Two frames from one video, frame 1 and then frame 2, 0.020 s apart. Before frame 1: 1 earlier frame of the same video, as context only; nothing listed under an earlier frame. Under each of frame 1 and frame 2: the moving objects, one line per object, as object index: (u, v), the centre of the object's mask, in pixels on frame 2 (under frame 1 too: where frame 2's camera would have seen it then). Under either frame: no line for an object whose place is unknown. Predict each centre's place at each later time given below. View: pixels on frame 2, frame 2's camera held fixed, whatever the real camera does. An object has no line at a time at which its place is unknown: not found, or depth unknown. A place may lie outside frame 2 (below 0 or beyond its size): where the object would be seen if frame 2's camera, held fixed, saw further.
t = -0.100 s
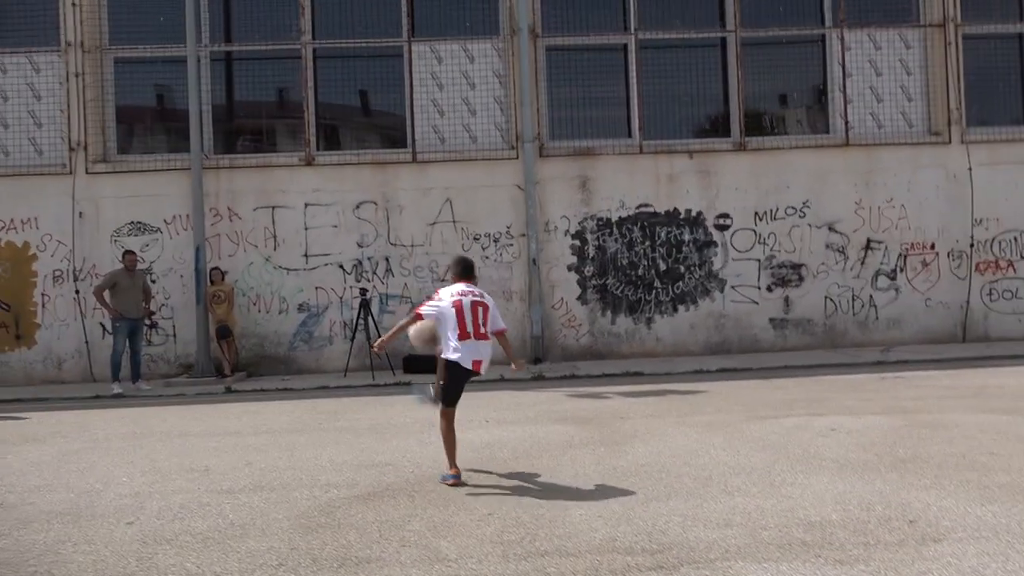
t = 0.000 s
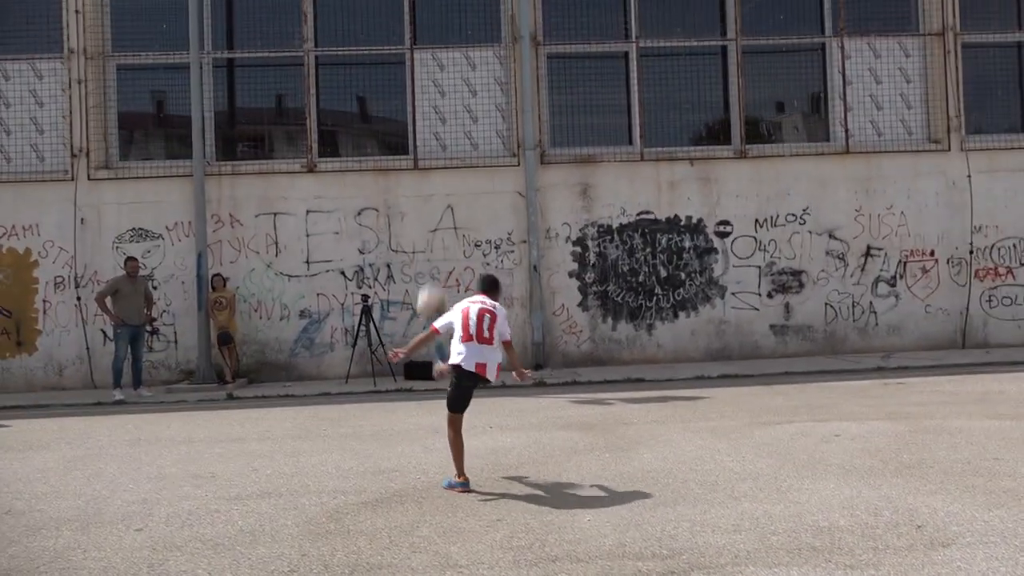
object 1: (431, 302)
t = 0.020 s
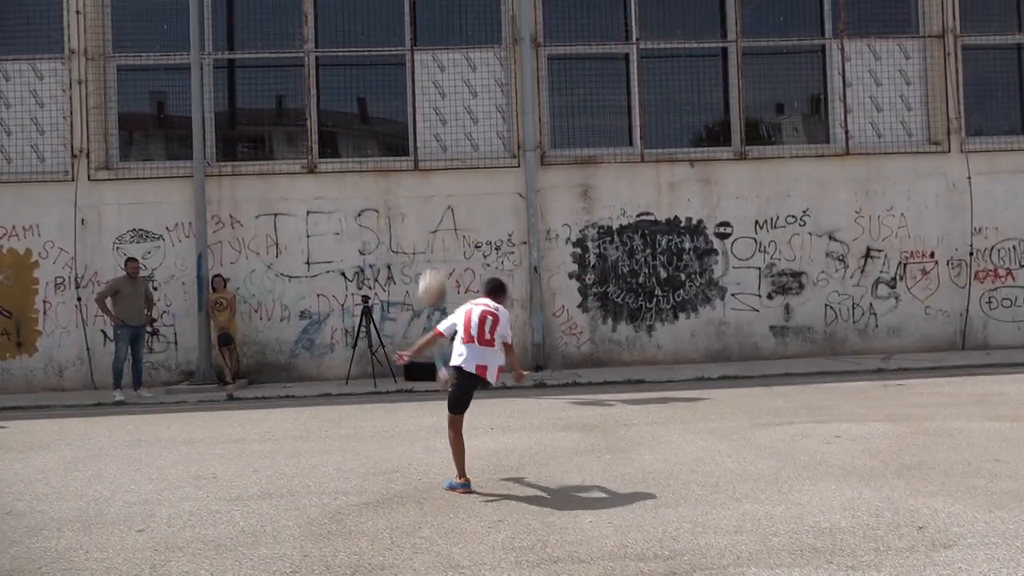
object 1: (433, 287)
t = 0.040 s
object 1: (435, 271)
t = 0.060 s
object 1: (436, 254)
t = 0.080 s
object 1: (437, 239)
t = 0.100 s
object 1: (440, 224)
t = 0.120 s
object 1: (443, 210)
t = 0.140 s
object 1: (444, 196)
